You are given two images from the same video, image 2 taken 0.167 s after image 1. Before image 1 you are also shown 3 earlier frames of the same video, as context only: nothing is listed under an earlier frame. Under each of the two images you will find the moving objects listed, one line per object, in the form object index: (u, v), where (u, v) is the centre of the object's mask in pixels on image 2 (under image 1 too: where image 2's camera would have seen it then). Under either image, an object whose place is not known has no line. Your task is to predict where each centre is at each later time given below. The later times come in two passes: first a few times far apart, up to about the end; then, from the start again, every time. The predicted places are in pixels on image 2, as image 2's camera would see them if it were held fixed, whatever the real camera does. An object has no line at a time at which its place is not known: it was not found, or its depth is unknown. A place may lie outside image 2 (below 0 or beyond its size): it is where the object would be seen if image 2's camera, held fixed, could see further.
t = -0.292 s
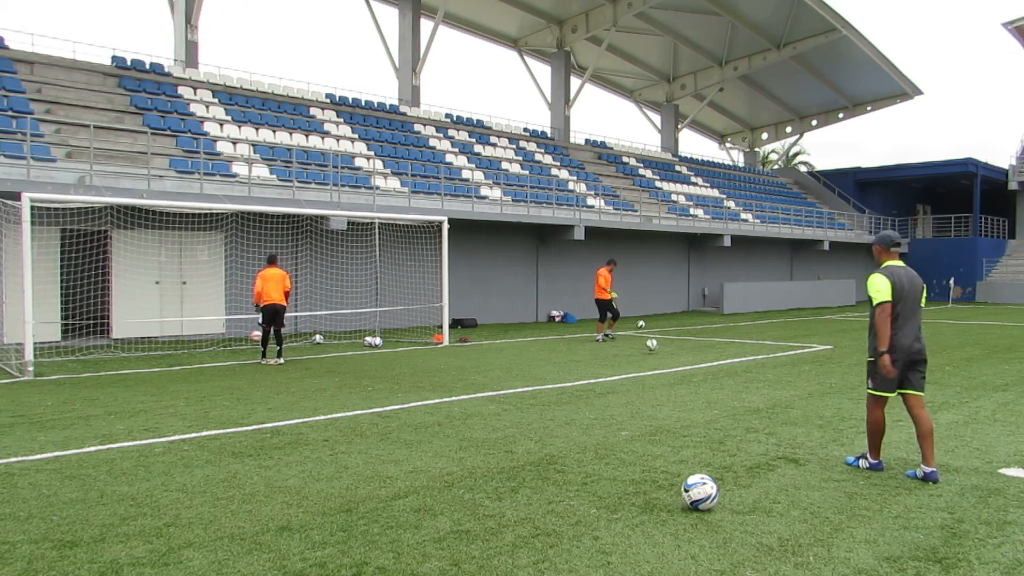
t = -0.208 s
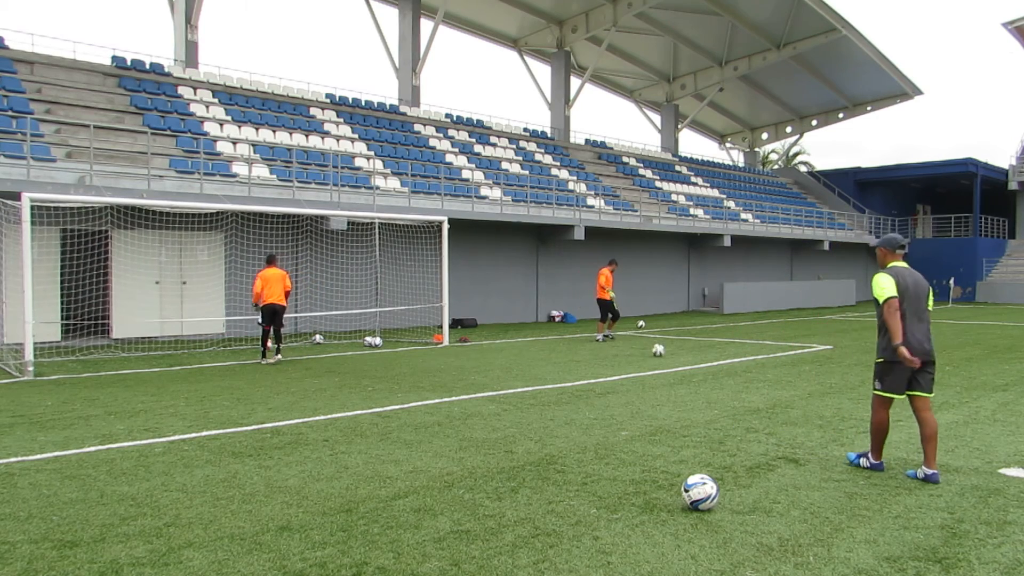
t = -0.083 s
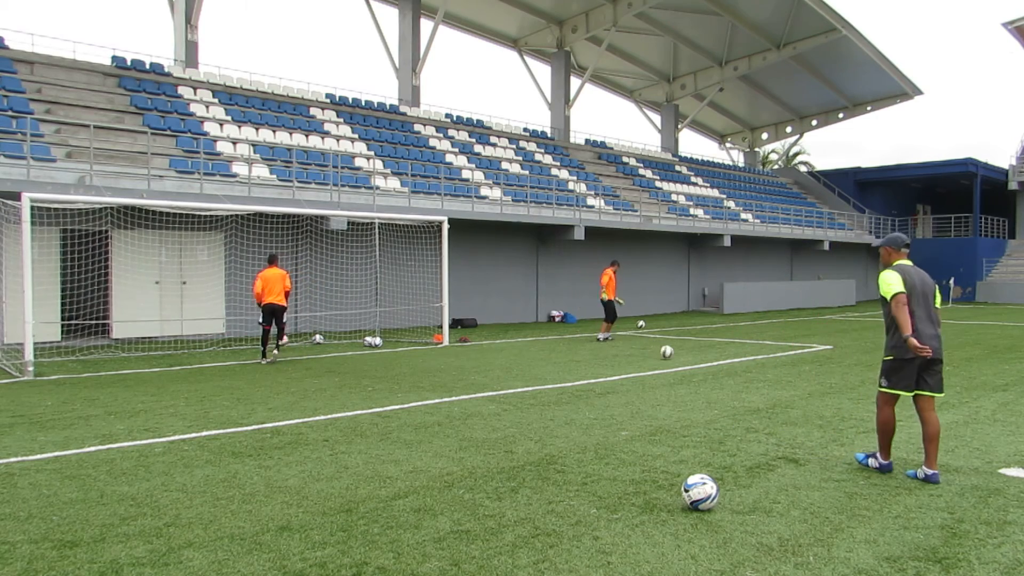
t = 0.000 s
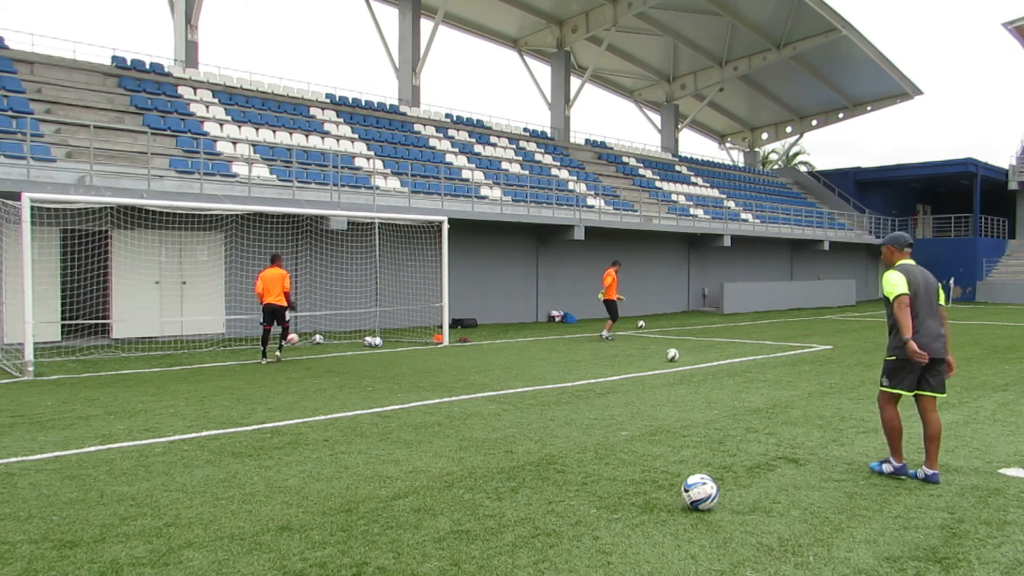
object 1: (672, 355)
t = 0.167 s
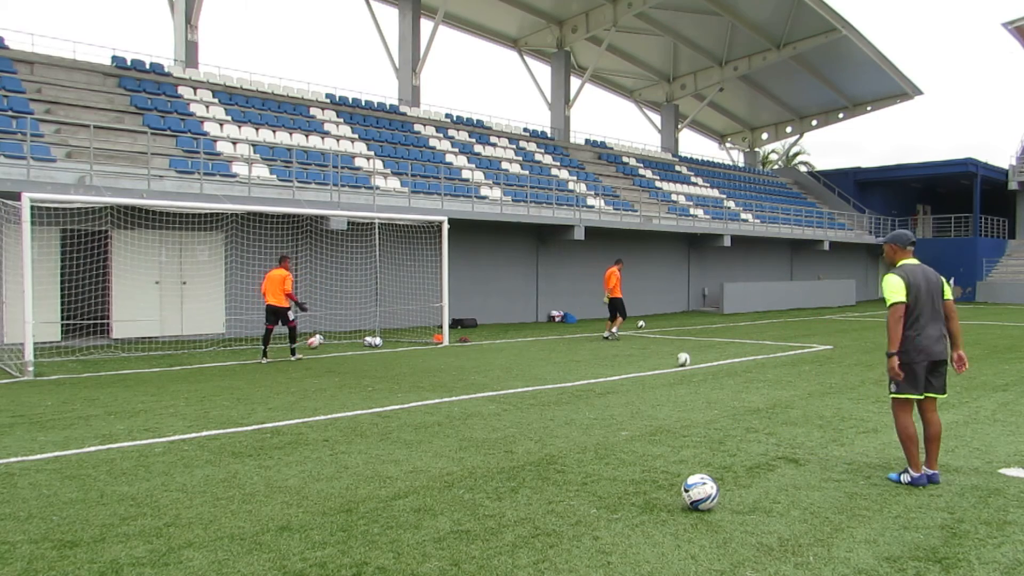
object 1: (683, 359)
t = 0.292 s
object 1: (692, 362)
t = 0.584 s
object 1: (712, 370)
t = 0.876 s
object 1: (732, 380)
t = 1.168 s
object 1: (755, 391)
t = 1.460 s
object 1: (780, 403)
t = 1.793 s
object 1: (813, 419)
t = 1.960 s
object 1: (832, 427)
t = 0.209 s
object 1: (686, 360)
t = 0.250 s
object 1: (689, 361)
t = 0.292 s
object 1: (692, 362)
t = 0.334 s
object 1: (694, 364)
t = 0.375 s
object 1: (697, 364)
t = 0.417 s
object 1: (700, 366)
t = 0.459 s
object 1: (703, 367)
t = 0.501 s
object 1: (706, 368)
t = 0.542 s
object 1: (709, 368)
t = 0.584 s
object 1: (712, 370)
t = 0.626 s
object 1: (714, 371)
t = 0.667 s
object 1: (718, 372)
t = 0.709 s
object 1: (721, 373)
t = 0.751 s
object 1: (724, 375)
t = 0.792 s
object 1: (727, 377)
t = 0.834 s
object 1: (730, 378)
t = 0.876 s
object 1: (732, 380)
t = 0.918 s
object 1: (735, 381)
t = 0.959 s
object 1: (739, 383)
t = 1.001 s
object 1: (742, 385)
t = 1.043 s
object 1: (745, 386)
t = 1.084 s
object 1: (749, 387)
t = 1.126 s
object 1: (751, 389)
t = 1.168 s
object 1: (755, 391)
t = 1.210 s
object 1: (759, 392)
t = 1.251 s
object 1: (762, 394)
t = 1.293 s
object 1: (765, 395)
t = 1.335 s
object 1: (769, 397)
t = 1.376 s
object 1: (772, 399)
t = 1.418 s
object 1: (776, 400)
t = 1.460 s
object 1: (780, 403)
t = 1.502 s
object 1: (784, 403)
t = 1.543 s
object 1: (787, 406)
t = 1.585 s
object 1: (792, 408)
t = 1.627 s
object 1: (796, 409)
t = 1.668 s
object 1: (800, 412)
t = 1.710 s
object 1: (804, 414)
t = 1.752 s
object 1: (809, 416)
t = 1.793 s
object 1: (813, 419)
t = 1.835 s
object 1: (817, 421)
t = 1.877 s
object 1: (822, 422)
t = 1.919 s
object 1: (827, 425)
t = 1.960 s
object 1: (832, 427)
